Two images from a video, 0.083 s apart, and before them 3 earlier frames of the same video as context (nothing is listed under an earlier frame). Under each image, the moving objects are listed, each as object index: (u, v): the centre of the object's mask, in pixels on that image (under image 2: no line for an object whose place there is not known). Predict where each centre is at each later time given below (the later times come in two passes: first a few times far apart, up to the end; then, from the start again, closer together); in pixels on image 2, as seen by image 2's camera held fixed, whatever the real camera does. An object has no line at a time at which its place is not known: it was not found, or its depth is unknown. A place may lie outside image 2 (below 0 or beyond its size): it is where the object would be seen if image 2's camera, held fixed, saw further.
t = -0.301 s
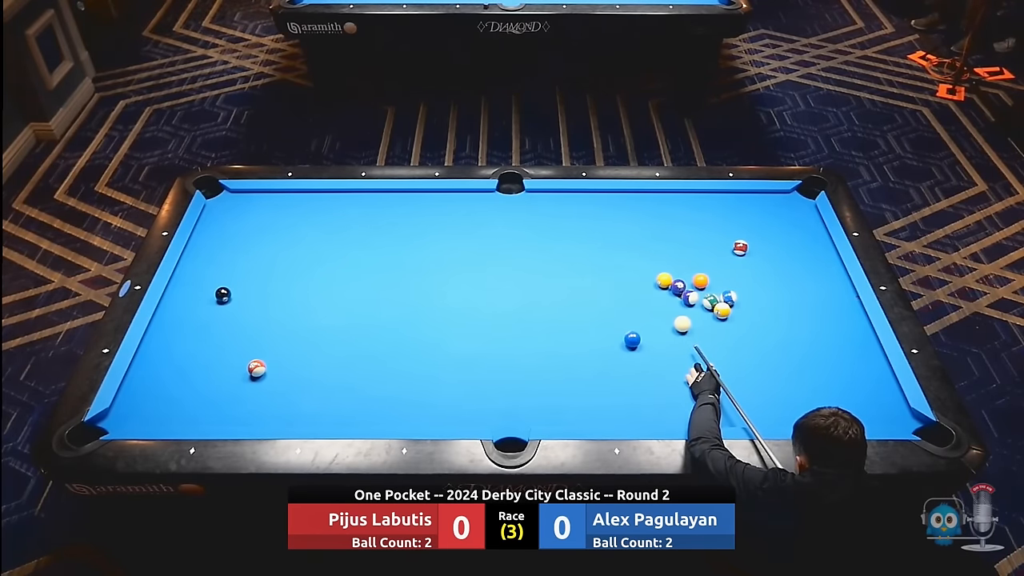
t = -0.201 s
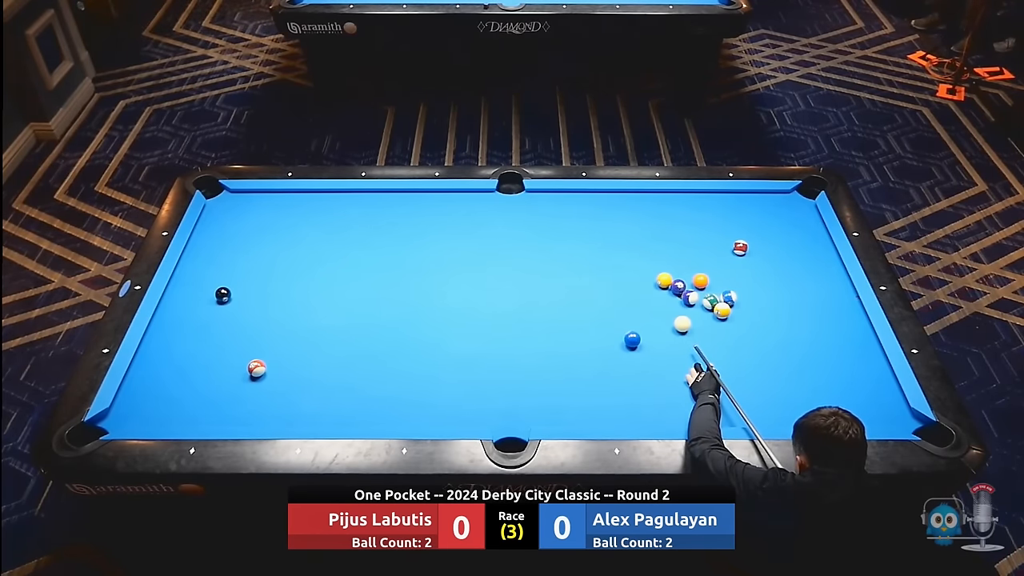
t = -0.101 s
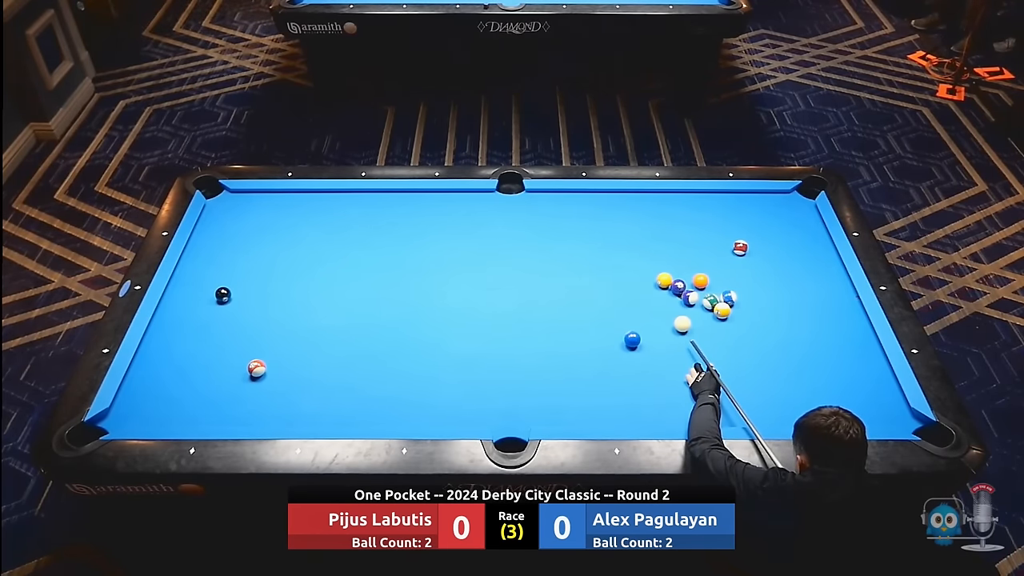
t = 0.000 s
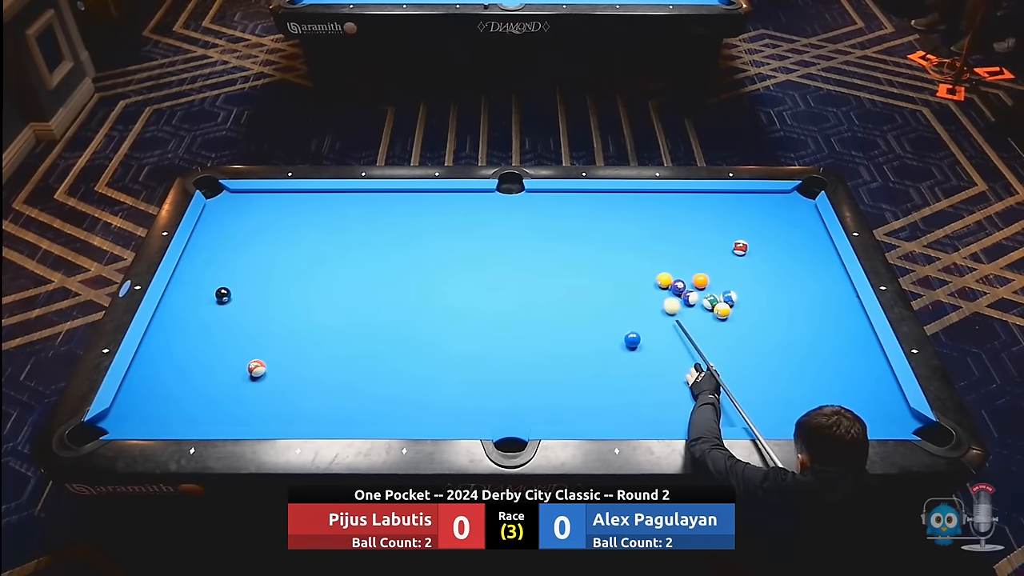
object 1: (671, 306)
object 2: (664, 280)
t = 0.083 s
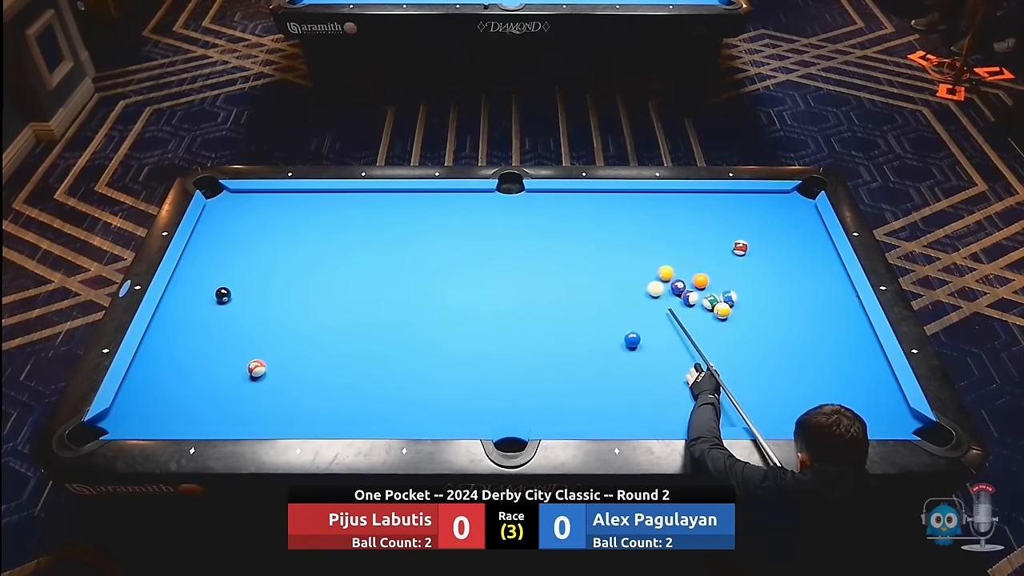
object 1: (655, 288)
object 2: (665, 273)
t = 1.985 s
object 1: (394, 224)
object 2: (759, 295)
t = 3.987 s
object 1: (234, 199)
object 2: (853, 410)
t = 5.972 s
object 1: (230, 210)
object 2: (847, 373)
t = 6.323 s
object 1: (230, 210)
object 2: (846, 373)
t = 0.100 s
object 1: (652, 288)
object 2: (666, 269)
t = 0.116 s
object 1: (649, 287)
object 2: (667, 266)
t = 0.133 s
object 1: (646, 286)
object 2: (668, 263)
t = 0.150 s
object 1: (643, 285)
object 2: (668, 259)
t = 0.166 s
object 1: (640, 285)
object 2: (669, 256)
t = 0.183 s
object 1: (637, 284)
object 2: (670, 254)
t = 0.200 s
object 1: (634, 284)
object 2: (670, 251)
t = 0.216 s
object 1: (632, 283)
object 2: (671, 248)
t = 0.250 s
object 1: (626, 281)
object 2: (672, 243)
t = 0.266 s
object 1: (623, 281)
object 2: (672, 241)
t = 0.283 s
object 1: (620, 280)
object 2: (673, 238)
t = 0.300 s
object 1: (618, 279)
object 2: (673, 236)
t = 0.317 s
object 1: (615, 279)
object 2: (673, 233)
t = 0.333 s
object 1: (612, 278)
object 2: (674, 231)
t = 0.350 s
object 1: (609, 277)
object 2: (675, 229)
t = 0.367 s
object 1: (607, 277)
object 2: (675, 226)
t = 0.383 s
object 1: (604, 276)
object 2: (676, 224)
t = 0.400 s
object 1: (602, 275)
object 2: (676, 222)
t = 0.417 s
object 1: (599, 274)
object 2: (676, 220)
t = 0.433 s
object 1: (597, 274)
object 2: (677, 218)
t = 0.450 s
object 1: (594, 273)
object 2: (677, 215)
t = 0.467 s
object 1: (591, 273)
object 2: (678, 213)
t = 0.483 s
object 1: (588, 272)
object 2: (678, 211)
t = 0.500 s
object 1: (586, 271)
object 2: (679, 209)
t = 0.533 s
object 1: (581, 270)
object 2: (680, 205)
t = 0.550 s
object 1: (578, 269)
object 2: (680, 203)
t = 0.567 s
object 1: (576, 269)
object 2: (681, 201)
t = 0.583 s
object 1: (573, 268)
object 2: (681, 199)
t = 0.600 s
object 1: (571, 268)
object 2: (681, 197)
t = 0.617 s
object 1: (568, 267)
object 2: (682, 195)
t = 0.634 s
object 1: (565, 267)
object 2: (682, 193)
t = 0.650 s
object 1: (563, 266)
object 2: (683, 195)
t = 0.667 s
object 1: (560, 265)
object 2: (684, 196)
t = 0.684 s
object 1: (558, 264)
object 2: (685, 198)
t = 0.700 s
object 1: (555, 264)
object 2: (686, 199)
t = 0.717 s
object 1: (553, 264)
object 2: (687, 201)
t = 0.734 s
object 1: (550, 263)
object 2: (688, 202)
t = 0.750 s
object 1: (548, 262)
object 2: (689, 203)
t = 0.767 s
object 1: (546, 262)
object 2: (690, 204)
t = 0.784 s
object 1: (543, 261)
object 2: (691, 206)
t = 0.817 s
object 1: (538, 260)
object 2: (693, 208)
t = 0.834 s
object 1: (536, 259)
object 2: (694, 209)
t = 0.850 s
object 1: (534, 259)
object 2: (695, 210)
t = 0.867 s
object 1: (531, 258)
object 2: (696, 212)
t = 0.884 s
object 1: (529, 258)
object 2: (697, 213)
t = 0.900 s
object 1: (527, 257)
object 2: (698, 214)
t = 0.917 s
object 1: (524, 257)
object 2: (699, 215)
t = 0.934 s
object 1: (522, 256)
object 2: (699, 216)
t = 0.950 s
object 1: (520, 255)
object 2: (700, 218)
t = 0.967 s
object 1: (517, 255)
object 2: (701, 219)
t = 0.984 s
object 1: (515, 254)
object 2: (702, 220)
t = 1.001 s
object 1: (513, 254)
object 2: (703, 221)
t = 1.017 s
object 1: (510, 253)
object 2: (704, 222)
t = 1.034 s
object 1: (508, 252)
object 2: (705, 224)
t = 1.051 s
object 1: (506, 252)
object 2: (706, 225)
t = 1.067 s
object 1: (503, 252)
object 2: (707, 226)
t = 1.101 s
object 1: (499, 250)
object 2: (709, 229)
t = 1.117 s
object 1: (497, 250)
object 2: (710, 230)
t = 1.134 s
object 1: (495, 249)
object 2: (711, 231)
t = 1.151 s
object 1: (492, 249)
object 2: (712, 232)
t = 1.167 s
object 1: (490, 248)
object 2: (713, 234)
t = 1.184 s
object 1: (488, 248)
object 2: (714, 235)
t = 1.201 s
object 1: (486, 247)
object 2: (715, 236)
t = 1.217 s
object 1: (484, 247)
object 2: (716, 237)
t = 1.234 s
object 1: (482, 246)
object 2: (716, 239)
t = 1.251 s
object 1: (479, 245)
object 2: (717, 240)
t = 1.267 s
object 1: (477, 245)
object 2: (718, 241)
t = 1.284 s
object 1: (475, 245)
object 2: (719, 242)
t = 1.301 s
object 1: (473, 244)
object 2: (720, 244)
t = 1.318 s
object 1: (471, 243)
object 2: (721, 245)
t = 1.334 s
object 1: (469, 243)
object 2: (722, 246)
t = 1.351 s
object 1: (467, 242)
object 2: (723, 247)
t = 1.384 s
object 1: (462, 241)
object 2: (725, 250)
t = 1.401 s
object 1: (461, 241)
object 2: (726, 251)
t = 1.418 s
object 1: (458, 240)
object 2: (727, 252)
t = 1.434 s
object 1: (456, 239)
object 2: (728, 254)
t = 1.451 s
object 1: (454, 239)
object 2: (729, 255)
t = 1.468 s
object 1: (452, 239)
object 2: (729, 256)
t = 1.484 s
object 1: (450, 238)
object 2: (730, 257)
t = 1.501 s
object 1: (448, 238)
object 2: (732, 259)
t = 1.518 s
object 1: (446, 237)
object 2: (732, 260)
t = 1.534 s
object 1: (444, 237)
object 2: (733, 261)
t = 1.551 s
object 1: (442, 236)
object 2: (734, 263)
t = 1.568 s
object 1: (440, 236)
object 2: (735, 264)
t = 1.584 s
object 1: (438, 235)
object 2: (736, 265)
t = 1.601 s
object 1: (436, 235)
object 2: (737, 266)
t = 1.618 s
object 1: (434, 234)
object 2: (738, 267)
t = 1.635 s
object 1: (432, 234)
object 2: (739, 269)
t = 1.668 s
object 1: (429, 233)
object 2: (741, 271)
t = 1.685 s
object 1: (426, 232)
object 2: (742, 272)
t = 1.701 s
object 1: (425, 232)
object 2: (743, 274)
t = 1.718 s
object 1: (423, 231)
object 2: (744, 275)
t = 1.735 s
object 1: (421, 231)
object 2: (745, 276)
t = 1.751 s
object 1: (419, 231)
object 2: (746, 277)
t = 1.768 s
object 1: (417, 230)
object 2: (747, 279)
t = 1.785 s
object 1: (415, 230)
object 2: (748, 280)
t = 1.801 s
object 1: (413, 229)
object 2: (749, 281)
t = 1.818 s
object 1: (411, 229)
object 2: (750, 282)
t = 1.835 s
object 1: (410, 228)
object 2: (751, 284)
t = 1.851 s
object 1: (408, 228)
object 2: (752, 285)
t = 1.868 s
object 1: (406, 227)
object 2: (753, 286)
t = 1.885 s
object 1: (404, 227)
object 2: (754, 287)
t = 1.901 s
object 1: (403, 226)
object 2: (755, 289)
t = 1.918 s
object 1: (401, 226)
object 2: (756, 290)
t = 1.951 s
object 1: (397, 225)
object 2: (757, 293)
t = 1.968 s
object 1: (396, 224)
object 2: (758, 294)
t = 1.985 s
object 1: (394, 224)
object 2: (759, 295)
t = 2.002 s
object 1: (392, 224)
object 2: (760, 296)
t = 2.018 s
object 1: (390, 223)
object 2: (761, 297)
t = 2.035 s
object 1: (388, 223)
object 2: (762, 299)
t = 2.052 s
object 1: (387, 222)
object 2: (763, 300)
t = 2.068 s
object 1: (385, 222)
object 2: (764, 301)
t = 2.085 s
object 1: (383, 221)
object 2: (765, 303)
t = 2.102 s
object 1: (381, 221)
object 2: (766, 304)
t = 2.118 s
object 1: (380, 221)
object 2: (767, 305)
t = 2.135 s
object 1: (378, 220)
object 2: (768, 307)
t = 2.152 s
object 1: (376, 220)
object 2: (769, 308)
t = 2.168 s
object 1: (375, 219)
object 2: (770, 309)
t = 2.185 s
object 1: (373, 219)
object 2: (771, 310)
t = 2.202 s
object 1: (371, 218)
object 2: (772, 312)
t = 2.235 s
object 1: (368, 218)
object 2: (774, 314)
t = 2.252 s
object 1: (366, 217)
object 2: (775, 315)
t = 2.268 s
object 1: (365, 217)
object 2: (776, 317)
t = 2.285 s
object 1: (363, 216)
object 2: (777, 318)
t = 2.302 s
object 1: (361, 216)
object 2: (778, 319)
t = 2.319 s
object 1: (360, 216)
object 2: (778, 320)
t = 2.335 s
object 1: (358, 215)
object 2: (779, 322)
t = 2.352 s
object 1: (356, 215)
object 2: (781, 323)
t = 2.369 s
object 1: (355, 215)
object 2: (782, 324)
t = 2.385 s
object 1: (354, 214)
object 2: (782, 325)
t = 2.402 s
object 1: (352, 214)
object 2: (783, 327)
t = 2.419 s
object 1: (350, 213)
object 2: (784, 328)
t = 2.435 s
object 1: (349, 213)
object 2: (785, 329)
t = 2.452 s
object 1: (347, 213)
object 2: (786, 330)
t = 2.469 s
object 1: (346, 212)
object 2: (787, 332)
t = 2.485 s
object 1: (344, 212)
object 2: (788, 333)
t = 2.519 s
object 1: (341, 211)
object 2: (790, 336)
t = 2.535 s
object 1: (339, 211)
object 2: (791, 337)
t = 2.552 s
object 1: (338, 210)
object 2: (792, 338)
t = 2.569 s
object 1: (337, 210)
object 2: (793, 339)
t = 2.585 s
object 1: (335, 209)
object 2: (794, 341)
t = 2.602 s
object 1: (334, 209)
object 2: (795, 342)
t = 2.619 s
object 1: (332, 209)
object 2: (796, 343)
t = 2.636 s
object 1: (331, 208)
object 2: (797, 344)
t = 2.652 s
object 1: (329, 208)
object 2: (799, 345)
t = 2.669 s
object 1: (328, 208)
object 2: (798, 348)
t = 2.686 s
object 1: (326, 207)
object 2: (797, 349)
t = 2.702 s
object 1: (325, 207)
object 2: (800, 349)
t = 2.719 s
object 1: (323, 206)
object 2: (801, 351)
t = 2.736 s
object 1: (322, 206)
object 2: (802, 352)
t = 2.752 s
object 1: (321, 206)
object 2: (803, 353)
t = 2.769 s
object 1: (319, 206)
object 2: (804, 355)
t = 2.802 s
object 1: (316, 205)
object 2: (806, 357)
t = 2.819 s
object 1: (315, 204)
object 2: (807, 358)
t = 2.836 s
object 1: (314, 204)
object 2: (808, 360)
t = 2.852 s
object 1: (312, 203)
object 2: (809, 361)
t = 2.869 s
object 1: (311, 203)
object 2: (810, 362)
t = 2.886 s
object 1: (309, 203)
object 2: (811, 363)
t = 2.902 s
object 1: (308, 203)
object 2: (811, 365)
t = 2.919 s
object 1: (307, 202)
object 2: (812, 366)
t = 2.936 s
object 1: (305, 202)
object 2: (813, 367)
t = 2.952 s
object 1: (304, 202)
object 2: (814, 368)
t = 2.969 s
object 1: (302, 201)
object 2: (815, 369)
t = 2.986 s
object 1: (301, 201)
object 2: (816, 371)
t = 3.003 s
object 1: (300, 201)
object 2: (817, 372)
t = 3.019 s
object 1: (299, 200)
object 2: (818, 373)
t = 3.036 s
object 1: (297, 200)
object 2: (819, 374)
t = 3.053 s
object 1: (296, 200)
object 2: (820, 376)
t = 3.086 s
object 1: (294, 199)
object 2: (821, 378)
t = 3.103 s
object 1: (292, 198)
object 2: (822, 379)
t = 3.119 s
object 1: (291, 198)
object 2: (823, 380)
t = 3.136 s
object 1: (290, 198)
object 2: (824, 382)
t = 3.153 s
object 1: (288, 198)
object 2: (825, 383)
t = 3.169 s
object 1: (287, 197)
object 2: (826, 384)
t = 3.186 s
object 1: (286, 197)
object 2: (827, 385)
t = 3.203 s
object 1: (285, 197)
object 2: (828, 387)
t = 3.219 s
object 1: (284, 196)
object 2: (829, 388)
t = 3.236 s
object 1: (282, 196)
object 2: (830, 389)
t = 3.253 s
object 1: (281, 196)
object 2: (830, 390)
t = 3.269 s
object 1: (280, 195)
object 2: (831, 392)
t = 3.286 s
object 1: (279, 195)
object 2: (832, 393)
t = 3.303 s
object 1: (277, 195)
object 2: (833, 394)
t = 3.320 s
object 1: (276, 195)
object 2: (834, 395)
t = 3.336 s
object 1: (275, 194)
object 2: (835, 396)
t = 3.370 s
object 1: (273, 194)
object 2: (837, 399)
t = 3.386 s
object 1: (272, 193)
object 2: (838, 400)
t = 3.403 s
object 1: (270, 193)
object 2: (838, 401)
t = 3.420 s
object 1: (269, 193)
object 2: (839, 402)
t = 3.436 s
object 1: (268, 194)
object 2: (840, 403)
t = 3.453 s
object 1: (267, 194)
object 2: (841, 405)
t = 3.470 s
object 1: (266, 194)
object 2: (842, 406)
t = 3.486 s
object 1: (265, 194)
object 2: (843, 407)
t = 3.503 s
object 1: (264, 194)
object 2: (844, 408)
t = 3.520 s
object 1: (263, 194)
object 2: (845, 409)
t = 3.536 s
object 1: (261, 195)
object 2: (845, 410)
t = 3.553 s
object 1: (260, 195)
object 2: (846, 412)
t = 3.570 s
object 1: (259, 195)
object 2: (847, 413)
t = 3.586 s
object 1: (258, 195)
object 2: (848, 414)
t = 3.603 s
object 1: (257, 195)
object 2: (849, 415)
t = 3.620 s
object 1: (256, 195)
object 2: (850, 416)
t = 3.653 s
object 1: (254, 196)
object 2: (851, 418)
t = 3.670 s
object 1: (253, 196)
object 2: (852, 419)
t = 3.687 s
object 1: (252, 196)
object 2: (853, 420)
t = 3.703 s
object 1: (251, 196)
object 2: (854, 420)
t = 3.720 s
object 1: (250, 196)
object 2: (853, 419)
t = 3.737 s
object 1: (248, 197)
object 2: (853, 419)
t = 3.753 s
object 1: (248, 197)
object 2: (853, 418)
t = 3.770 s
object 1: (247, 197)
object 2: (853, 418)
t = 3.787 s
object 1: (246, 197)
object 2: (853, 418)
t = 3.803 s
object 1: (244, 197)
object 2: (853, 417)
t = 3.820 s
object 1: (243, 198)
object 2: (853, 417)
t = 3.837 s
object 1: (243, 198)
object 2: (853, 416)
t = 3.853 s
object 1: (242, 198)
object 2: (853, 415)
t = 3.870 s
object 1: (241, 198)
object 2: (853, 414)
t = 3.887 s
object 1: (240, 198)
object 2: (853, 414)
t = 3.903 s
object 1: (239, 199)
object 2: (853, 413)
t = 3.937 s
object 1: (237, 199)
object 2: (853, 412)
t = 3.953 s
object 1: (236, 199)
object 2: (853, 411)
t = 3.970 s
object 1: (235, 199)
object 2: (853, 410)
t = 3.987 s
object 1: (234, 199)
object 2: (853, 410)
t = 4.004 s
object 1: (233, 200)
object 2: (853, 409)
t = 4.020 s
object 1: (232, 199)
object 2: (853, 408)
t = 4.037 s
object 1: (231, 200)
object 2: (853, 408)
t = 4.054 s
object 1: (230, 200)
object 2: (853, 407)
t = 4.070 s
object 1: (229, 200)
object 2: (853, 407)
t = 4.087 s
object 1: (228, 200)
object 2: (853, 406)
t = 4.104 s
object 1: (228, 200)
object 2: (853, 405)
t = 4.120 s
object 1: (227, 201)
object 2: (853, 405)
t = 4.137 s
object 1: (226, 201)
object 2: (853, 404)
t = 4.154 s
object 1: (225, 201)
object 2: (853, 404)
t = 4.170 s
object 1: (224, 201)
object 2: (853, 403)
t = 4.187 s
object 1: (223, 201)
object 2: (853, 403)
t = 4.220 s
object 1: (221, 202)
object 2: (853, 402)
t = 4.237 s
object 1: (220, 202)
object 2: (853, 401)
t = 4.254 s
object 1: (220, 202)
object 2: (853, 401)
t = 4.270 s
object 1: (219, 202)
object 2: (852, 400)
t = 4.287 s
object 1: (218, 202)
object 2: (852, 399)
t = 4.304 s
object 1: (217, 202)
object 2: (853, 399)
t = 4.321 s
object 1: (216, 202)
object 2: (853, 398)
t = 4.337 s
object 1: (215, 203)
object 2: (852, 398)
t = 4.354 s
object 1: (214, 203)
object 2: (852, 397)
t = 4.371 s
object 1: (214, 203)
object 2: (852, 397)
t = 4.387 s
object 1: (213, 203)
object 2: (852, 396)
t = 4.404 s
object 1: (212, 203)
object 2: (852, 396)
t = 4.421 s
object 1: (211, 203)
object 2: (852, 395)
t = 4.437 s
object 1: (211, 203)
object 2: (852, 395)
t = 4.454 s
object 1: (212, 203)
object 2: (852, 395)
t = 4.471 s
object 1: (212, 203)
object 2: (852, 394)
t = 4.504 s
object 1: (212, 203)
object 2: (852, 393)
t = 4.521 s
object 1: (213, 203)
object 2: (852, 393)
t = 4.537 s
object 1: (213, 203)
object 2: (852, 392)
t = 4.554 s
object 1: (213, 203)
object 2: (852, 392)
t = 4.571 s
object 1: (213, 203)
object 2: (852, 391)
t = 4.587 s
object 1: (214, 203)
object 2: (852, 391)
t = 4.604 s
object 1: (214, 203)
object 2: (852, 391)
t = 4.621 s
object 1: (214, 203)
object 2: (852, 390)
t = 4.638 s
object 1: (215, 203)
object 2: (852, 390)
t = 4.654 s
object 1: (215, 203)
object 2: (852, 389)
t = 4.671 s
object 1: (216, 203)
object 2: (852, 389)
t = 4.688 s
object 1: (216, 203)
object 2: (851, 389)
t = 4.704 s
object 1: (216, 203)
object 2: (851, 388)
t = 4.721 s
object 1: (216, 204)
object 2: (851, 388)
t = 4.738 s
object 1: (217, 204)
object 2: (851, 387)
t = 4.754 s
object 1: (217, 204)
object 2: (851, 387)
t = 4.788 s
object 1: (218, 204)
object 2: (851, 386)
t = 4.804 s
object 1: (218, 204)
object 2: (851, 386)
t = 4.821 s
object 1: (218, 204)
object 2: (851, 386)
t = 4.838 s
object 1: (219, 205)
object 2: (851, 385)
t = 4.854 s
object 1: (219, 205)
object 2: (851, 385)
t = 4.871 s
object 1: (219, 205)
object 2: (851, 385)
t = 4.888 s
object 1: (219, 205)
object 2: (851, 384)
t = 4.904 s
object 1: (220, 205)
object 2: (850, 384)
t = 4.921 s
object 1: (220, 205)
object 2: (850, 384)
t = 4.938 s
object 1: (220, 205)
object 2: (850, 383)
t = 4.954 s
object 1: (221, 206)
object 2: (850, 383)
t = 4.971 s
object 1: (221, 206)
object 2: (850, 383)
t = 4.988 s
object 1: (221, 206)
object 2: (850, 382)
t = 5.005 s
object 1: (221, 206)
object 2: (850, 382)
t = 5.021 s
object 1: (221, 206)
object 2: (850, 382)
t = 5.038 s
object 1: (222, 207)
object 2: (850, 381)
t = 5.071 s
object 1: (222, 207)
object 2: (850, 381)
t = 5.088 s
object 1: (223, 207)
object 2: (850, 380)
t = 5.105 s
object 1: (223, 207)
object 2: (850, 380)
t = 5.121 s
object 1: (223, 207)
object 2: (850, 380)
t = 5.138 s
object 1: (224, 208)
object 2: (850, 380)
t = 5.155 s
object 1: (224, 208)
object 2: (849, 379)
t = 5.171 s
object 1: (224, 208)
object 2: (849, 379)
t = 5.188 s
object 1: (224, 208)
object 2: (849, 379)
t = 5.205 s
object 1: (224, 208)
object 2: (849, 379)
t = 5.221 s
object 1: (225, 208)
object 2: (849, 378)
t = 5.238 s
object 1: (225, 209)
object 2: (849, 378)
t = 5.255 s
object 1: (225, 209)
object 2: (849, 378)
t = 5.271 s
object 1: (225, 209)
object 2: (849, 378)
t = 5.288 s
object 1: (225, 209)
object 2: (849, 377)
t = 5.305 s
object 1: (226, 209)
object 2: (849, 377)
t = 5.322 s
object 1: (226, 209)
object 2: (848, 377)
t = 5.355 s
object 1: (226, 209)
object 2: (848, 377)
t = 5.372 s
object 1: (226, 209)
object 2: (848, 376)
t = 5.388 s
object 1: (227, 209)
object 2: (848, 376)
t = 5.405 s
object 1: (227, 209)
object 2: (848, 376)
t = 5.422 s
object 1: (227, 209)
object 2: (848, 376)
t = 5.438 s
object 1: (227, 209)
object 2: (848, 376)
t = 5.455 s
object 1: (227, 209)
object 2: (848, 376)
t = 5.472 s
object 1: (227, 209)
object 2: (848, 375)
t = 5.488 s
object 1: (227, 209)
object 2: (848, 375)
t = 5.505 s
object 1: (228, 209)
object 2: (848, 375)
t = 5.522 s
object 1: (228, 209)
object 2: (848, 375)
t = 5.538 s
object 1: (228, 209)
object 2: (848, 375)
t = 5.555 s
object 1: (228, 209)
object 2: (848, 375)
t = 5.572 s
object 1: (228, 209)
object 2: (848, 375)
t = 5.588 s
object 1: (228, 209)
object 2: (847, 374)
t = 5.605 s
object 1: (228, 209)
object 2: (847, 374)
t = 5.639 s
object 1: (228, 209)
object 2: (847, 374)
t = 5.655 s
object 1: (229, 209)
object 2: (847, 374)
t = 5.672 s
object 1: (229, 209)
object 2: (847, 374)
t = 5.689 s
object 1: (229, 209)
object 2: (847, 374)
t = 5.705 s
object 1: (229, 209)
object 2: (847, 374)
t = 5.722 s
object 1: (229, 209)
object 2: (847, 373)
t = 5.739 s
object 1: (229, 209)
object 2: (847, 373)
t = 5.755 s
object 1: (229, 209)
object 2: (847, 373)
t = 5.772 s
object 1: (229, 209)
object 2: (847, 373)
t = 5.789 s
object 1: (229, 209)
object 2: (847, 373)
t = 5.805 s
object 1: (229, 209)
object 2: (847, 373)
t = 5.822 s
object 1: (229, 209)
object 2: (847, 373)
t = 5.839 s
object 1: (229, 209)
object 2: (847, 373)
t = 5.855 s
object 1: (229, 209)
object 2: (847, 373)
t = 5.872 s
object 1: (229, 209)
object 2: (847, 373)
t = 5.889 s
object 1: (229, 209)
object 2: (847, 373)
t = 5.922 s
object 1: (229, 210)
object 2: (847, 373)
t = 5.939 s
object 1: (230, 210)
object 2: (847, 373)
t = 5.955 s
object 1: (230, 210)
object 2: (847, 373)
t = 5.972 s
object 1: (230, 210)
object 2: (847, 373)
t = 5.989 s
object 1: (230, 210)
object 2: (847, 373)
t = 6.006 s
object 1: (230, 210)
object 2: (847, 373)
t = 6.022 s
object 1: (230, 210)
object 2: (847, 373)
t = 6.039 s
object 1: (230, 210)
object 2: (847, 373)
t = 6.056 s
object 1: (230, 210)
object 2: (847, 373)
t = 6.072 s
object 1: (230, 210)
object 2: (847, 373)
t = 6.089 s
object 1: (230, 210)
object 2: (847, 373)
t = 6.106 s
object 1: (230, 210)
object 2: (846, 373)
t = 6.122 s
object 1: (230, 210)
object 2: (846, 373)
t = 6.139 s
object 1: (230, 210)
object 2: (846, 373)
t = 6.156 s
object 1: (230, 210)
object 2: (846, 373)
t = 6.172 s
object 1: (230, 210)
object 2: (846, 373)
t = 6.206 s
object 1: (230, 210)
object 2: (846, 373)
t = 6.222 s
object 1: (230, 210)
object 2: (846, 373)
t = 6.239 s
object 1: (230, 210)
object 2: (846, 373)
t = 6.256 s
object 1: (230, 210)
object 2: (846, 373)
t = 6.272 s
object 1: (230, 210)
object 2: (846, 373)
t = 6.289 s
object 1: (230, 210)
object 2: (846, 373)
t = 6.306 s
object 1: (230, 210)
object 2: (846, 373)
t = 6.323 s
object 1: (230, 210)
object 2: (846, 373)
